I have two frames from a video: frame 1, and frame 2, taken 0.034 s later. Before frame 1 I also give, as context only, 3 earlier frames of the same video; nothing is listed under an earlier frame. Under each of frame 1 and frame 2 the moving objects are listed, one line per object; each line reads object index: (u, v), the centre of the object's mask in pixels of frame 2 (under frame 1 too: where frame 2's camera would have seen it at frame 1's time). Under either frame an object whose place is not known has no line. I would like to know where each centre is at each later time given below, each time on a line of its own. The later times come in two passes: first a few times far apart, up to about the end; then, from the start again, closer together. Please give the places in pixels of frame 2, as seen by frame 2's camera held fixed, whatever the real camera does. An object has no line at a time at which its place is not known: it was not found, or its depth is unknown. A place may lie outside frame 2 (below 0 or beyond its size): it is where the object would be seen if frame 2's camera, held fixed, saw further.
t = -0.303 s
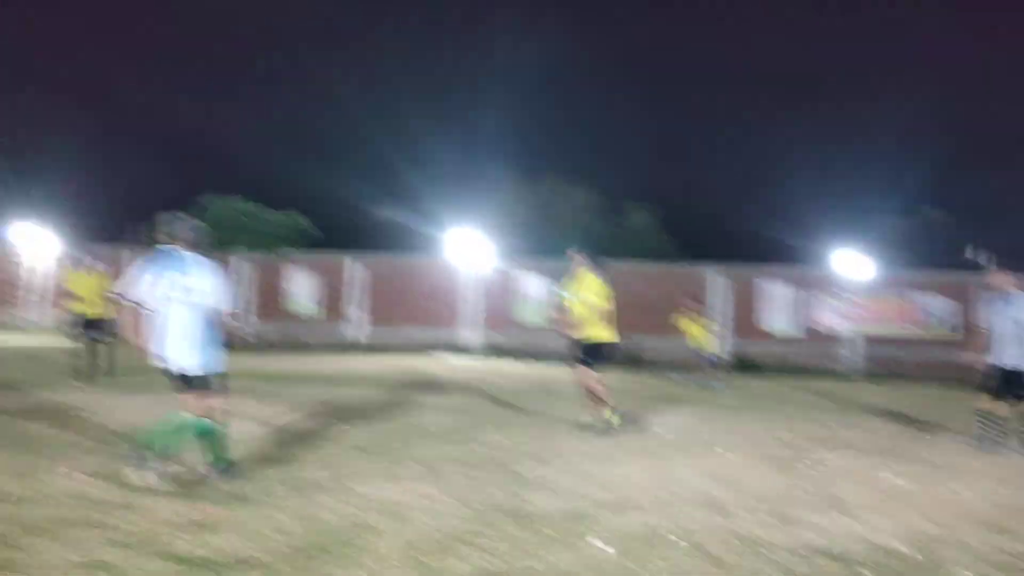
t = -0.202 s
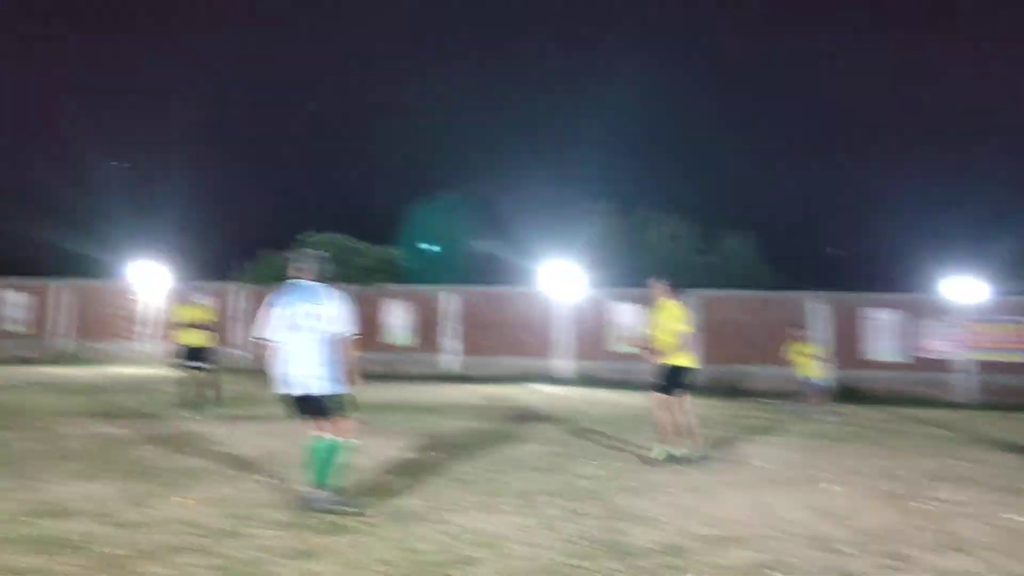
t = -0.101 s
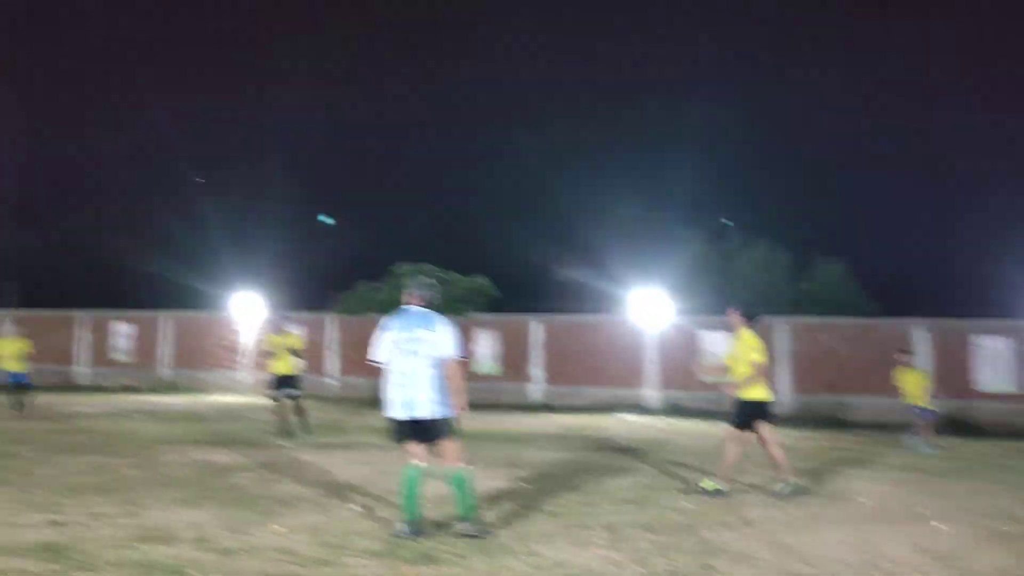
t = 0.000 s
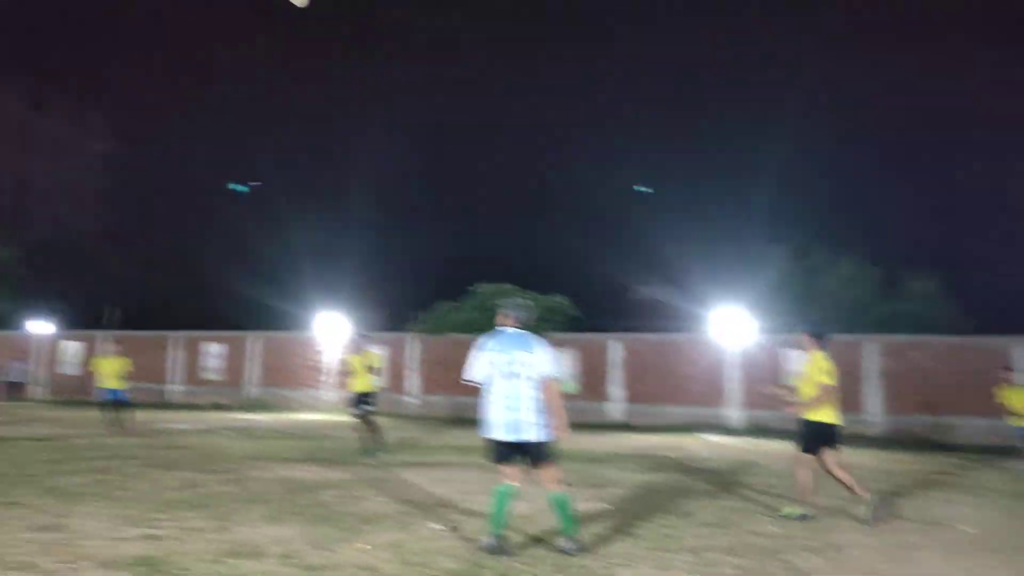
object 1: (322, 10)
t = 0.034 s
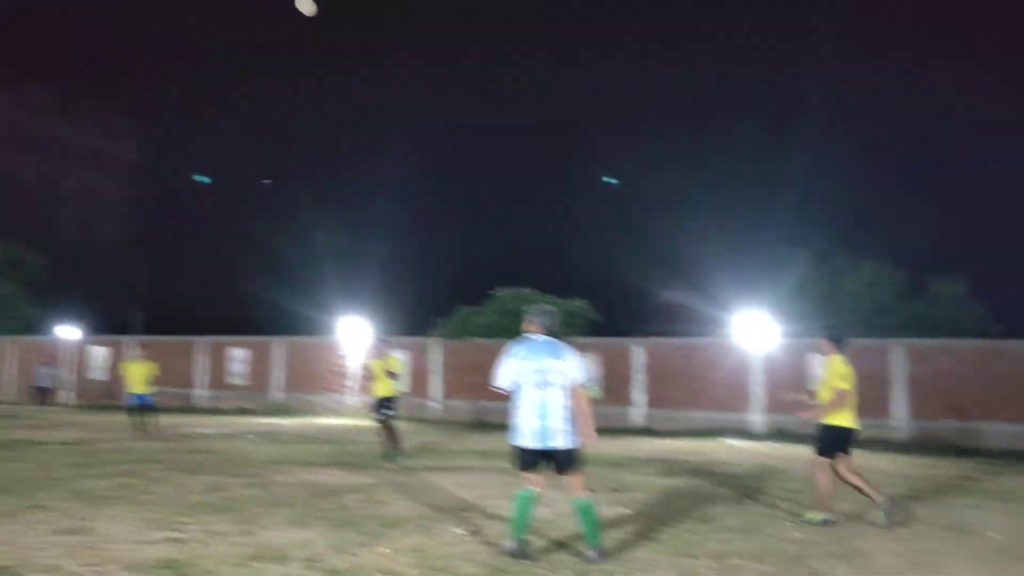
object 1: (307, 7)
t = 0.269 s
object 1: (226, 43)
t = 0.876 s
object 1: (44, 246)
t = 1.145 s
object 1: (-25, 369)
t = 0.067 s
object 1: (294, 12)
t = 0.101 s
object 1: (283, 16)
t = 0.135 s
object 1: (270, 20)
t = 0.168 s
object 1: (258, 25)
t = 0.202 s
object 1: (247, 30)
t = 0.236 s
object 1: (237, 36)
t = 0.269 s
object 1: (226, 43)
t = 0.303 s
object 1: (215, 50)
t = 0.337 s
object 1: (203, 59)
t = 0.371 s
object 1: (193, 66)
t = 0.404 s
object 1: (182, 74)
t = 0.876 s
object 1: (44, 246)
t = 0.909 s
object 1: (35, 261)
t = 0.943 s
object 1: (26, 275)
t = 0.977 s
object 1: (18, 289)
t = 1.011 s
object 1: (9, 305)
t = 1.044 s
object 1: (0, 321)
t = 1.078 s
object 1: (-8, 334)
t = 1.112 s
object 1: (-17, 352)
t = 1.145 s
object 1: (-25, 369)
